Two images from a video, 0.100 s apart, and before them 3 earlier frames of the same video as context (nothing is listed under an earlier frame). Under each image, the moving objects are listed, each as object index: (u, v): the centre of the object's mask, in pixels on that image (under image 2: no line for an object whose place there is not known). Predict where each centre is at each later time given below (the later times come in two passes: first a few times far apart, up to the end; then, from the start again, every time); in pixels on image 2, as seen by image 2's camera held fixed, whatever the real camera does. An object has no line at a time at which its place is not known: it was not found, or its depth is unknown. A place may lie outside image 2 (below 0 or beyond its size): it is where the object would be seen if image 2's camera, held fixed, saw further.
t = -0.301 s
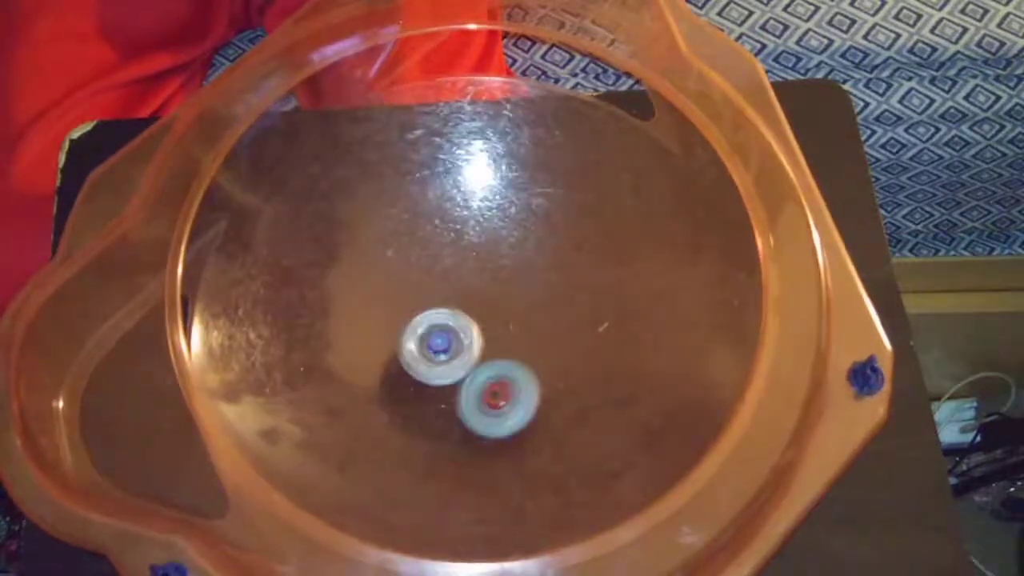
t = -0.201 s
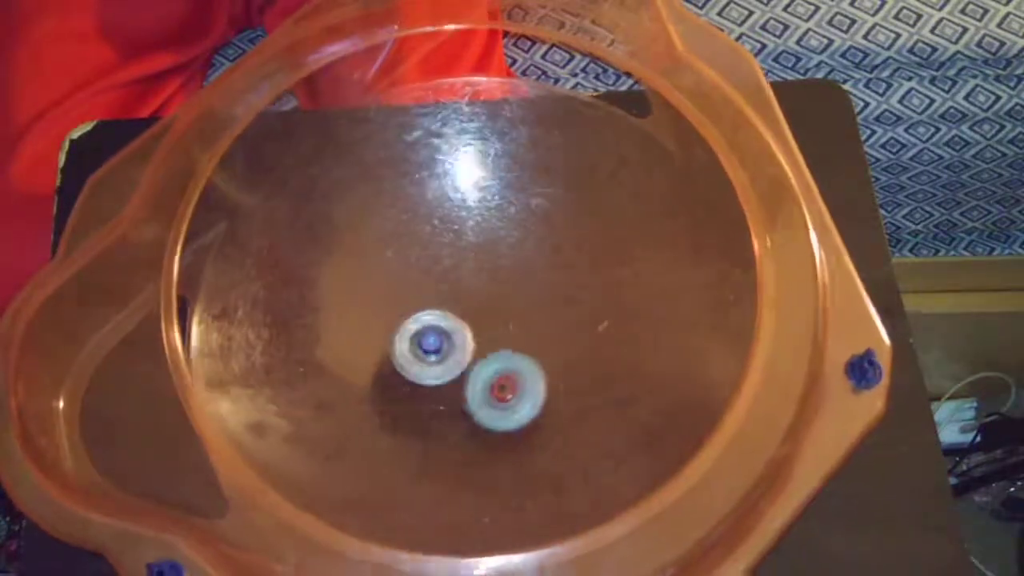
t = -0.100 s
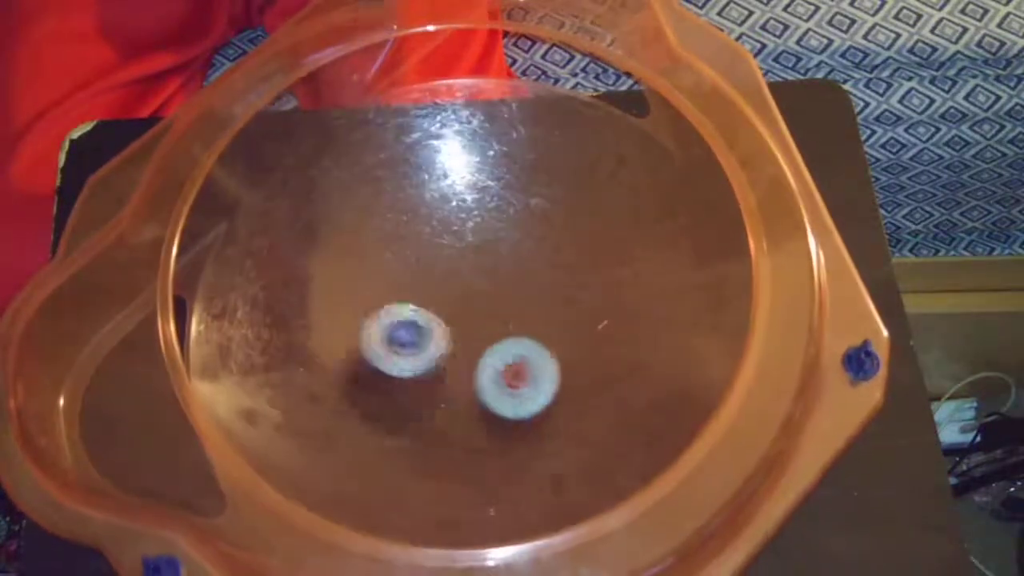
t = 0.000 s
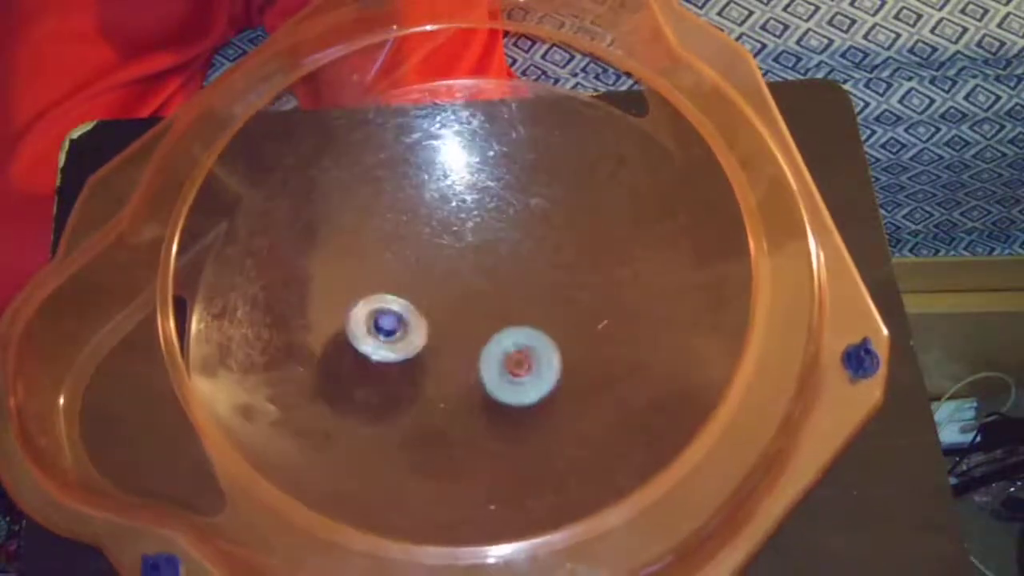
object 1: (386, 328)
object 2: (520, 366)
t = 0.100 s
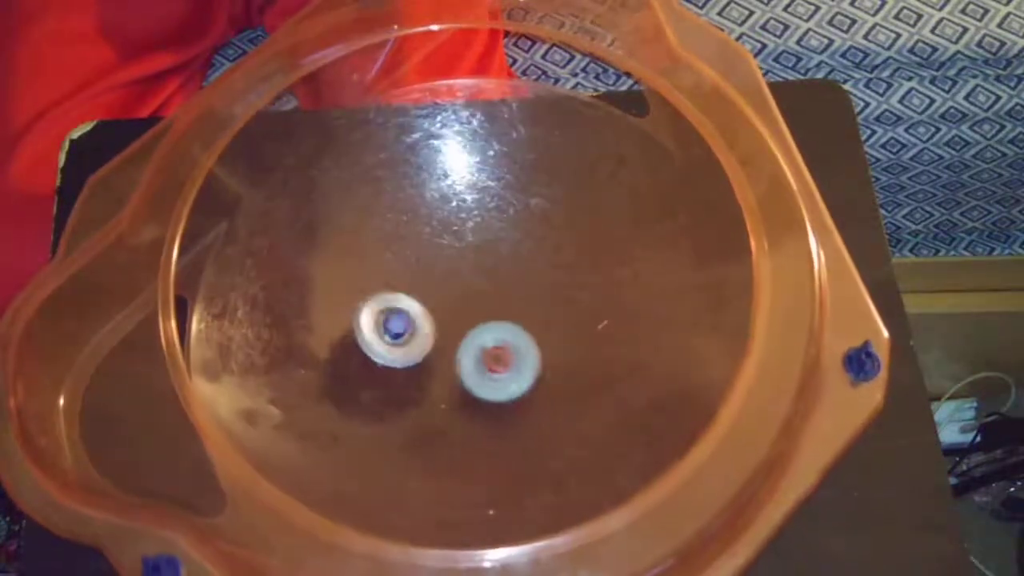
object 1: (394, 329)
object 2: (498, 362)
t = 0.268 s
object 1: (396, 318)
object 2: (504, 370)
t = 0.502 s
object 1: (426, 326)
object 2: (488, 391)
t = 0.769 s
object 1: (424, 334)
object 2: (484, 395)
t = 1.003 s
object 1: (417, 325)
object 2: (465, 393)
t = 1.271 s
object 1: (407, 296)
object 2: (478, 409)
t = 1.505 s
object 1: (438, 324)
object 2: (470, 402)
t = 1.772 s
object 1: (442, 304)
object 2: (477, 416)
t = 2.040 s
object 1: (437, 310)
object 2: (465, 396)
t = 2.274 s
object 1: (440, 303)
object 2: (445, 386)
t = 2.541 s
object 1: (457, 290)
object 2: (430, 412)
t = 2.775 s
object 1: (442, 322)
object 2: (446, 392)
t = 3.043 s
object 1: (415, 302)
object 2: (464, 400)
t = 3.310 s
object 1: (413, 254)
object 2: (481, 447)
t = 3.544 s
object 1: (437, 315)
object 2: (475, 406)
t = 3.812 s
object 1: (403, 342)
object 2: (474, 378)
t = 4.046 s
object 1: (407, 330)
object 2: (480, 373)
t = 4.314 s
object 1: (452, 308)
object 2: (491, 401)
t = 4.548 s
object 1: (431, 336)
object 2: (518, 390)
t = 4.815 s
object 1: (431, 333)
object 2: (474, 396)
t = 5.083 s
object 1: (453, 268)
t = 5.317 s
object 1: (477, 325)
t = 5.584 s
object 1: (494, 293)
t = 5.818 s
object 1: (506, 311)
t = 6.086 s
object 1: (516, 350)
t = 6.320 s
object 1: (533, 377)
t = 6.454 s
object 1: (531, 372)
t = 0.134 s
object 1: (399, 330)
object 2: (490, 361)
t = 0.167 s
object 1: (402, 329)
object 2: (487, 361)
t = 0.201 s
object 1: (396, 324)
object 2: (497, 365)
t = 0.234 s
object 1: (393, 319)
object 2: (503, 367)
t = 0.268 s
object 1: (396, 318)
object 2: (504, 370)
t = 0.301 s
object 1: (401, 320)
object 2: (502, 372)
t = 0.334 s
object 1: (406, 322)
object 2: (499, 375)
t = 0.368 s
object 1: (412, 325)
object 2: (495, 378)
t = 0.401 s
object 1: (418, 328)
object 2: (491, 381)
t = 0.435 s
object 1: (423, 329)
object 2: (489, 384)
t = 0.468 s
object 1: (423, 327)
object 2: (489, 388)
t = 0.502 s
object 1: (426, 326)
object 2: (488, 391)
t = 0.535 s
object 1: (429, 327)
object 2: (487, 393)
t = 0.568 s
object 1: (433, 330)
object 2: (486, 394)
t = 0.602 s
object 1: (434, 332)
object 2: (486, 395)
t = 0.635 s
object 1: (429, 330)
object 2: (488, 398)
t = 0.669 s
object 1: (426, 331)
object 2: (488, 398)
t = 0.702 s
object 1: (425, 332)
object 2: (486, 396)
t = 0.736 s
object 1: (426, 334)
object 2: (484, 394)
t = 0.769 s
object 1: (424, 334)
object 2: (484, 395)
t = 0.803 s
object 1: (419, 330)
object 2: (484, 398)
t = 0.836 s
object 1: (417, 328)
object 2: (483, 398)
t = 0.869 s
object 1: (418, 328)
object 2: (481, 397)
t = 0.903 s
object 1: (417, 328)
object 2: (477, 396)
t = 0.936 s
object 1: (417, 327)
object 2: (473, 395)
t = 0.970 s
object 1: (417, 327)
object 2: (468, 393)
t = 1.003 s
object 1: (417, 325)
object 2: (465, 393)
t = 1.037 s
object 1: (412, 320)
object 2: (464, 395)
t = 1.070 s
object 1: (409, 317)
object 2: (462, 392)
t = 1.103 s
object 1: (410, 316)
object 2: (459, 390)
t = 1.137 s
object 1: (412, 317)
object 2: (457, 389)
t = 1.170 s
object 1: (407, 307)
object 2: (464, 397)
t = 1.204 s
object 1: (403, 298)
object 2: (473, 405)
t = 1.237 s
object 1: (404, 295)
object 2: (477, 410)
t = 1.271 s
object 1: (407, 296)
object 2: (478, 409)
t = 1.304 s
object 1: (411, 299)
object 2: (478, 409)
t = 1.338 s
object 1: (416, 305)
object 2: (477, 409)
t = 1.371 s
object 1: (421, 310)
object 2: (476, 408)
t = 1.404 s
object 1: (425, 314)
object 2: (475, 407)
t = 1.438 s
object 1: (430, 318)
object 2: (472, 407)
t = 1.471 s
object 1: (434, 321)
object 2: (470, 404)
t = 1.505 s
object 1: (438, 324)
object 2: (470, 402)
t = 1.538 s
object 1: (437, 316)
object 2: (475, 414)
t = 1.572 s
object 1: (434, 304)
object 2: (481, 424)
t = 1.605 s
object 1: (433, 293)
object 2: (484, 429)
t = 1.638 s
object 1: (434, 289)
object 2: (483, 428)
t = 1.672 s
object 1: (437, 289)
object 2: (483, 426)
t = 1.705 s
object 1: (439, 292)
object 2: (481, 423)
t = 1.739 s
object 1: (440, 298)
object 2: (478, 420)
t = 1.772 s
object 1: (442, 304)
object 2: (477, 416)
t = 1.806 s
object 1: (442, 311)
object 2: (475, 413)
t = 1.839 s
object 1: (442, 317)
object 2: (473, 408)
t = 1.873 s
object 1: (443, 321)
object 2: (472, 403)
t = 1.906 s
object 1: (443, 323)
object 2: (470, 400)
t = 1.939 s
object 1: (441, 320)
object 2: (470, 399)
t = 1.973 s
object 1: (440, 318)
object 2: (469, 397)
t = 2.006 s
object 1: (440, 317)
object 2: (466, 394)
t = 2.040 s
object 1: (437, 310)
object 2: (465, 396)
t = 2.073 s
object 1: (436, 302)
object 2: (464, 398)
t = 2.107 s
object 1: (437, 298)
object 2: (463, 396)
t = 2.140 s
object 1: (438, 298)
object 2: (461, 394)
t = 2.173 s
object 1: (438, 300)
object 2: (456, 392)
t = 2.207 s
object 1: (438, 300)
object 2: (452, 390)
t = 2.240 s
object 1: (438, 302)
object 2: (449, 389)
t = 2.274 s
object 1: (440, 303)
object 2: (445, 386)
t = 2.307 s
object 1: (443, 301)
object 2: (442, 391)
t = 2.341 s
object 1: (447, 287)
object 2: (436, 407)
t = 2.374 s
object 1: (451, 276)
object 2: (434, 417)
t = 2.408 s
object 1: (455, 271)
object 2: (432, 424)
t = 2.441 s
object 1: (458, 273)
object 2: (431, 422)
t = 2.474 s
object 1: (458, 278)
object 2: (431, 420)
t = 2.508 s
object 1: (457, 283)
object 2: (430, 416)
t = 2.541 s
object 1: (457, 290)
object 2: (430, 412)
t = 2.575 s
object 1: (456, 296)
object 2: (431, 408)
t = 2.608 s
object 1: (454, 301)
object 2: (432, 404)
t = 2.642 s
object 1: (452, 307)
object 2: (435, 401)
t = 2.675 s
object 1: (451, 311)
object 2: (437, 397)
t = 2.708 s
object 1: (448, 317)
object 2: (441, 393)
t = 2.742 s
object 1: (444, 322)
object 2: (444, 390)
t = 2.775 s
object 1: (442, 322)
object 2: (446, 392)
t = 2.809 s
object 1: (437, 310)
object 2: (453, 403)
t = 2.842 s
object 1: (434, 305)
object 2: (457, 410)
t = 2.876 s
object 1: (429, 300)
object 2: (463, 412)
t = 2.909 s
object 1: (424, 299)
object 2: (465, 410)
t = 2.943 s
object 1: (420, 299)
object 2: (466, 407)
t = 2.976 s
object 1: (418, 299)
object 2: (465, 405)
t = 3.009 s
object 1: (416, 300)
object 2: (465, 402)
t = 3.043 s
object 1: (415, 302)
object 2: (464, 400)
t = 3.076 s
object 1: (414, 303)
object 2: (462, 396)
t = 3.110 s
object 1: (414, 306)
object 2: (461, 393)
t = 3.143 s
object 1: (415, 309)
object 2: (458, 389)
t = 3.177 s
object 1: (417, 311)
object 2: (455, 385)
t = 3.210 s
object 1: (416, 301)
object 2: (462, 406)
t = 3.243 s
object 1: (411, 277)
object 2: (470, 425)
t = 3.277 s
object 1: (410, 264)
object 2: (476, 441)
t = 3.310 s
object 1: (413, 254)
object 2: (481, 447)
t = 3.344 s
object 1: (418, 255)
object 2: (484, 449)
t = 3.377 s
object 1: (424, 260)
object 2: (484, 446)
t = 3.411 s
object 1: (429, 270)
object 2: (483, 441)
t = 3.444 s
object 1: (433, 280)
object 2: (480, 434)
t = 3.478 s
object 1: (436, 292)
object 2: (480, 425)
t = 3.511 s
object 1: (438, 304)
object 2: (477, 416)
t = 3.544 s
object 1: (437, 315)
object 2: (475, 406)
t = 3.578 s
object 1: (436, 323)
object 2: (472, 398)
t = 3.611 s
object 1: (433, 331)
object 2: (471, 390)
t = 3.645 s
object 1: (429, 333)
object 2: (472, 390)
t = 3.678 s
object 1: (422, 331)
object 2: (475, 389)
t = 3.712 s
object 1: (417, 333)
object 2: (476, 387)
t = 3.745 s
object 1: (412, 337)
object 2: (476, 383)
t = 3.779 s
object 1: (406, 342)
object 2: (475, 381)
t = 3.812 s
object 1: (403, 342)
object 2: (474, 378)
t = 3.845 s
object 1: (395, 341)
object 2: (480, 379)
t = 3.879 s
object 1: (390, 339)
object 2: (487, 378)
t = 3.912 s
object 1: (388, 337)
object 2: (489, 378)
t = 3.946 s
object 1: (390, 337)
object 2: (491, 375)
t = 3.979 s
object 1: (394, 334)
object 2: (487, 373)
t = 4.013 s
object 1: (399, 333)
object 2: (485, 372)
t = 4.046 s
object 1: (407, 330)
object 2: (480, 373)
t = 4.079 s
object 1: (414, 327)
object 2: (477, 375)
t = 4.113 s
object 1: (422, 323)
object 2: (473, 378)
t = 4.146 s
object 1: (430, 317)
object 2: (476, 387)
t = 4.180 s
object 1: (436, 308)
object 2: (481, 399)
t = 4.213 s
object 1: (442, 302)
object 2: (486, 405)
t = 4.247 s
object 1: (447, 302)
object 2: (490, 407)
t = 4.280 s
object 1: (450, 304)
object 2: (491, 404)
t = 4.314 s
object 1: (452, 308)
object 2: (491, 401)
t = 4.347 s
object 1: (456, 316)
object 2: (489, 397)
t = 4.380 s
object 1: (457, 325)
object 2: (488, 391)
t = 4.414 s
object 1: (457, 329)
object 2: (491, 391)
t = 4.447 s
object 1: (450, 329)
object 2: (503, 392)
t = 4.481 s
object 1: (442, 329)
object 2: (512, 392)
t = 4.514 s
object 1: (436, 333)
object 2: (517, 392)
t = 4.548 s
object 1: (431, 336)
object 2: (518, 390)
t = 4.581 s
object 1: (426, 338)
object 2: (517, 391)
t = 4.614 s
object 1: (422, 339)
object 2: (515, 391)
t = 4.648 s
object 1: (420, 339)
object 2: (512, 393)
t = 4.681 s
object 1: (422, 337)
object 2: (508, 392)
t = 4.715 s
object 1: (425, 337)
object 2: (498, 392)
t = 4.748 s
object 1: (426, 335)
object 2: (491, 394)
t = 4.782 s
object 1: (429, 334)
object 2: (482, 393)
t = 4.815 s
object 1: (431, 333)
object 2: (474, 396)
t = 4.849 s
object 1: (434, 323)
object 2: (475, 415)
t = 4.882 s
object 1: (430, 303)
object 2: (477, 432)
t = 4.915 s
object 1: (429, 285)
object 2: (474, 454)
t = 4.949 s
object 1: (431, 272)
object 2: (473, 467)
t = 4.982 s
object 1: (433, 265)
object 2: (468, 469)
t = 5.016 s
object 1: (439, 261)
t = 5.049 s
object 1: (448, 263)
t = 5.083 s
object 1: (453, 268)
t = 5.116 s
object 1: (458, 279)
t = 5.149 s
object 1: (463, 296)
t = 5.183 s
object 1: (466, 310)
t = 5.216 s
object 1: (468, 324)
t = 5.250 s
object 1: (471, 332)
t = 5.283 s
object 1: (475, 328)
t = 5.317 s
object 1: (477, 325)
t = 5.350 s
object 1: (480, 327)
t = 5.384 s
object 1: (481, 326)
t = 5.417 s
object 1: (486, 321)
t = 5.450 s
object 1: (491, 308)
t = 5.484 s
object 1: (494, 300)
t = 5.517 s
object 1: (494, 296)
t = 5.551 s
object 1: (495, 293)
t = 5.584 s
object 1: (494, 293)
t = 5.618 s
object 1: (495, 294)
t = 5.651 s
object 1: (496, 297)
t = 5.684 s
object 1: (494, 302)
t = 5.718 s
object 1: (496, 303)
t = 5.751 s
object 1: (501, 305)
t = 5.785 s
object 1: (504, 309)
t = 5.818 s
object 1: (506, 311)
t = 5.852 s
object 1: (506, 313)
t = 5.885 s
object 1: (507, 317)
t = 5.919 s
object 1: (508, 323)
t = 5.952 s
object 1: (508, 327)
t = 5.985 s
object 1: (509, 333)
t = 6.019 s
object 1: (511, 338)
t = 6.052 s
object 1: (513, 345)
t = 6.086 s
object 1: (516, 350)
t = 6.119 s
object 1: (523, 354)
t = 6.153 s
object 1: (525, 360)
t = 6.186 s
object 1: (532, 365)
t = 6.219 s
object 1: (534, 369)
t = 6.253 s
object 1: (533, 373)
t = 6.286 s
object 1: (533, 375)
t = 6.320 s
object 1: (533, 377)
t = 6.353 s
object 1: (532, 377)
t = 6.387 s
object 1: (533, 375)
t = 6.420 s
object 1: (532, 373)
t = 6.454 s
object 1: (531, 372)
